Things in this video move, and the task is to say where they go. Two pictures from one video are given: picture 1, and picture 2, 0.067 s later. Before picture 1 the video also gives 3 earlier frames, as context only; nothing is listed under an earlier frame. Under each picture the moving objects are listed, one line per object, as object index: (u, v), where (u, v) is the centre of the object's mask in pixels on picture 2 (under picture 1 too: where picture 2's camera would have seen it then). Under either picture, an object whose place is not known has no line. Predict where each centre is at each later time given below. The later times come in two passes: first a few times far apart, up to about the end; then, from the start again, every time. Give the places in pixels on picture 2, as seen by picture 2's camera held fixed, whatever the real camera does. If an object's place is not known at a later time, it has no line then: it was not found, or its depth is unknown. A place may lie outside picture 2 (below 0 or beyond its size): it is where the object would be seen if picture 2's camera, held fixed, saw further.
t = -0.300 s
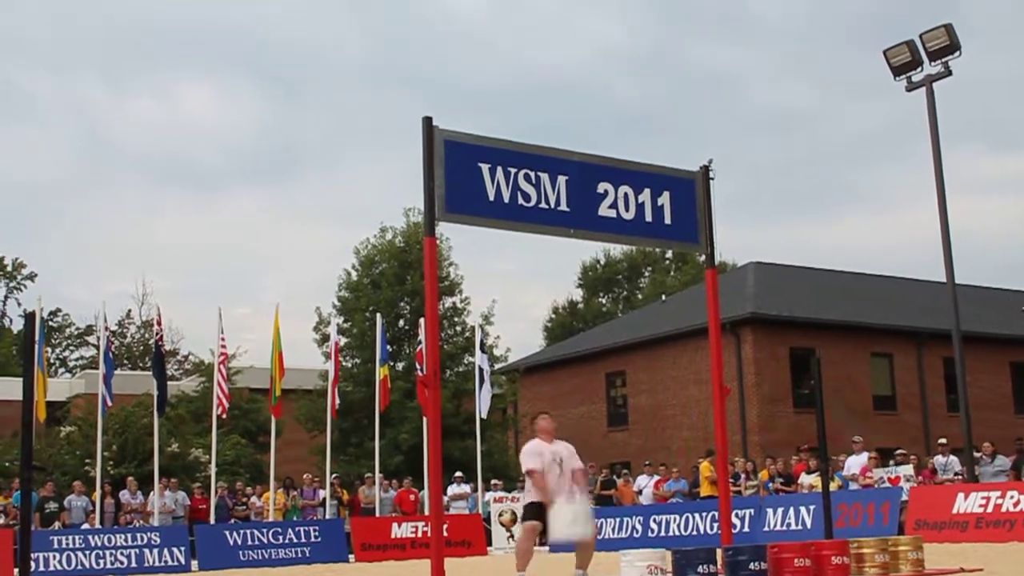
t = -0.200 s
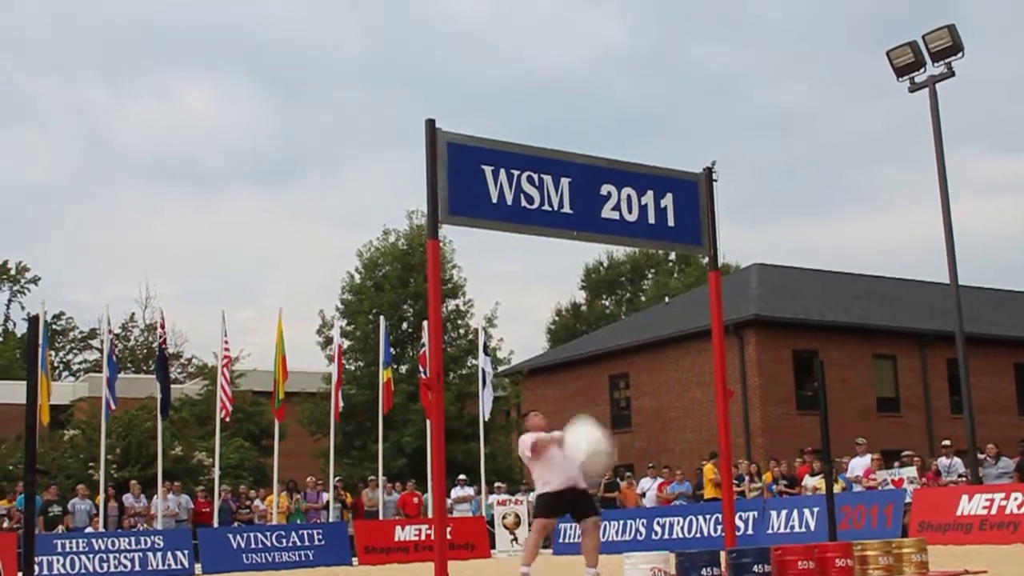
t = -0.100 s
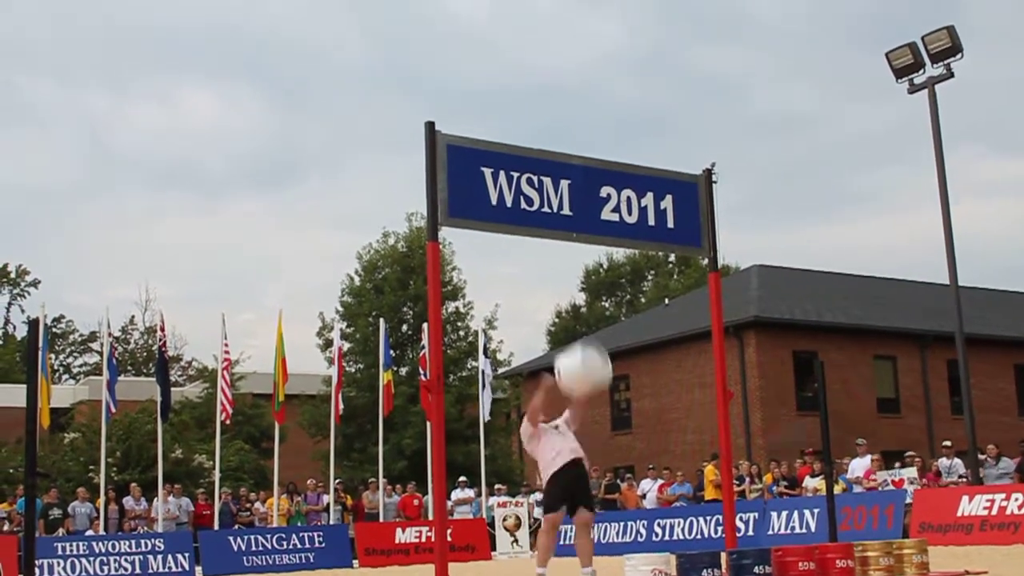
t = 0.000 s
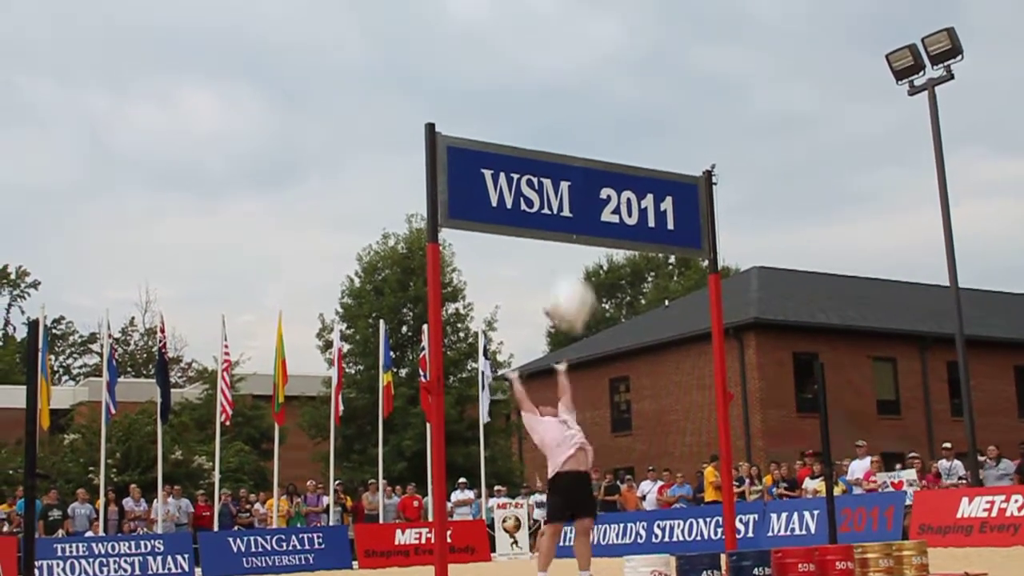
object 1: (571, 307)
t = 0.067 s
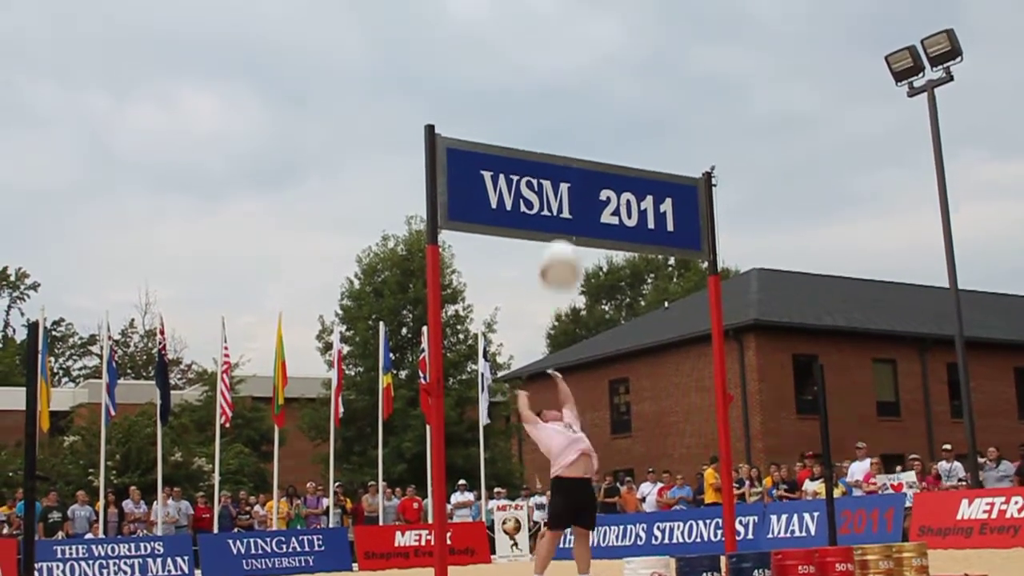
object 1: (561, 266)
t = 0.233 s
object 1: (536, 200)
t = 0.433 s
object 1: (514, 163)
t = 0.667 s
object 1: (529, 137)
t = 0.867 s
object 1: (548, 139)
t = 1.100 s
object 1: (572, 186)
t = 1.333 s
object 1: (598, 288)
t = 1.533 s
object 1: (626, 419)
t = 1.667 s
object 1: (645, 532)
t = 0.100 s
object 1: (556, 248)
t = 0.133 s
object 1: (550, 234)
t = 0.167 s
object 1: (546, 222)
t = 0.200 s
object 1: (540, 211)
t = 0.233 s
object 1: (536, 200)
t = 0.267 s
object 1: (531, 189)
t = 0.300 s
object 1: (526, 182)
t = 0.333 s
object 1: (521, 176)
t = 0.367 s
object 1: (517, 172)
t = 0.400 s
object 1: (514, 168)
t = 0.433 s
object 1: (514, 163)
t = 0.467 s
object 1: (516, 157)
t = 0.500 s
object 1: (517, 152)
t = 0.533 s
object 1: (519, 148)
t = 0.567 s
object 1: (522, 143)
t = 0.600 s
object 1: (525, 141)
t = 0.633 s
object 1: (527, 139)
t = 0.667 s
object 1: (529, 137)
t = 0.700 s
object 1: (533, 135)
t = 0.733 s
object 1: (535, 135)
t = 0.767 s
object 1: (539, 134)
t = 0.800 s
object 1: (542, 135)
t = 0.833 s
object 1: (545, 136)
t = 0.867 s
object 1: (548, 139)
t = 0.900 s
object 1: (551, 142)
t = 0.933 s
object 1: (555, 148)
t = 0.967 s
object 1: (557, 155)
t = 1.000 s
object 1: (561, 161)
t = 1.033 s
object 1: (565, 169)
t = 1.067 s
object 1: (569, 177)
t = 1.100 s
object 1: (572, 186)
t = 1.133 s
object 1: (576, 196)
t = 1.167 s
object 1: (580, 209)
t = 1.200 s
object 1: (583, 222)
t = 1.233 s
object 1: (587, 235)
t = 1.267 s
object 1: (591, 250)
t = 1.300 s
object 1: (596, 270)
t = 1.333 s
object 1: (598, 288)
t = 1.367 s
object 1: (603, 305)
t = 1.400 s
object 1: (607, 325)
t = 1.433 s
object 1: (612, 346)
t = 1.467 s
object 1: (617, 369)
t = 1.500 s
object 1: (621, 393)
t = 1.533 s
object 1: (626, 419)
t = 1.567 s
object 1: (630, 444)
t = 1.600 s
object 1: (635, 469)
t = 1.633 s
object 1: (639, 501)
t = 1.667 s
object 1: (645, 532)
